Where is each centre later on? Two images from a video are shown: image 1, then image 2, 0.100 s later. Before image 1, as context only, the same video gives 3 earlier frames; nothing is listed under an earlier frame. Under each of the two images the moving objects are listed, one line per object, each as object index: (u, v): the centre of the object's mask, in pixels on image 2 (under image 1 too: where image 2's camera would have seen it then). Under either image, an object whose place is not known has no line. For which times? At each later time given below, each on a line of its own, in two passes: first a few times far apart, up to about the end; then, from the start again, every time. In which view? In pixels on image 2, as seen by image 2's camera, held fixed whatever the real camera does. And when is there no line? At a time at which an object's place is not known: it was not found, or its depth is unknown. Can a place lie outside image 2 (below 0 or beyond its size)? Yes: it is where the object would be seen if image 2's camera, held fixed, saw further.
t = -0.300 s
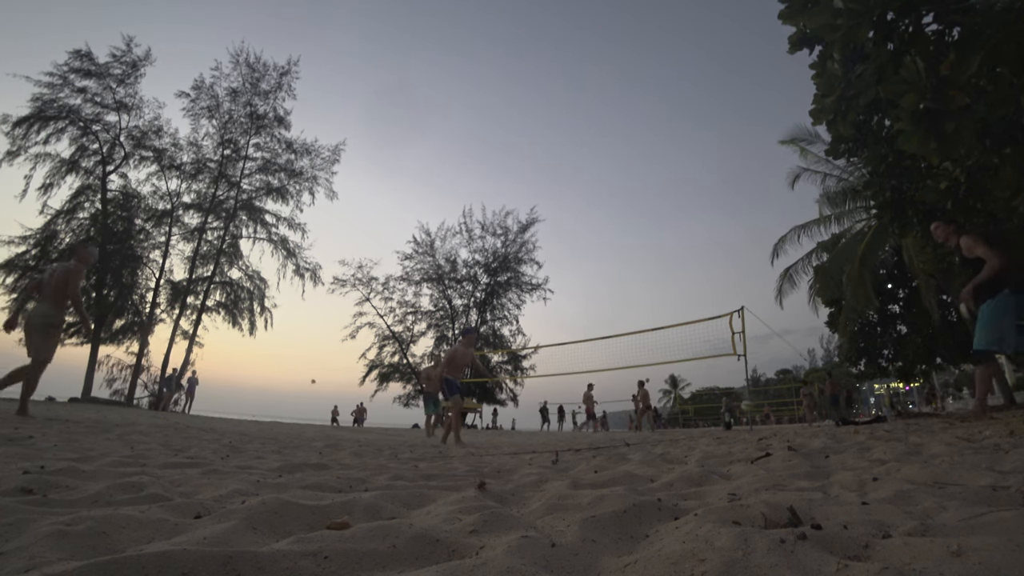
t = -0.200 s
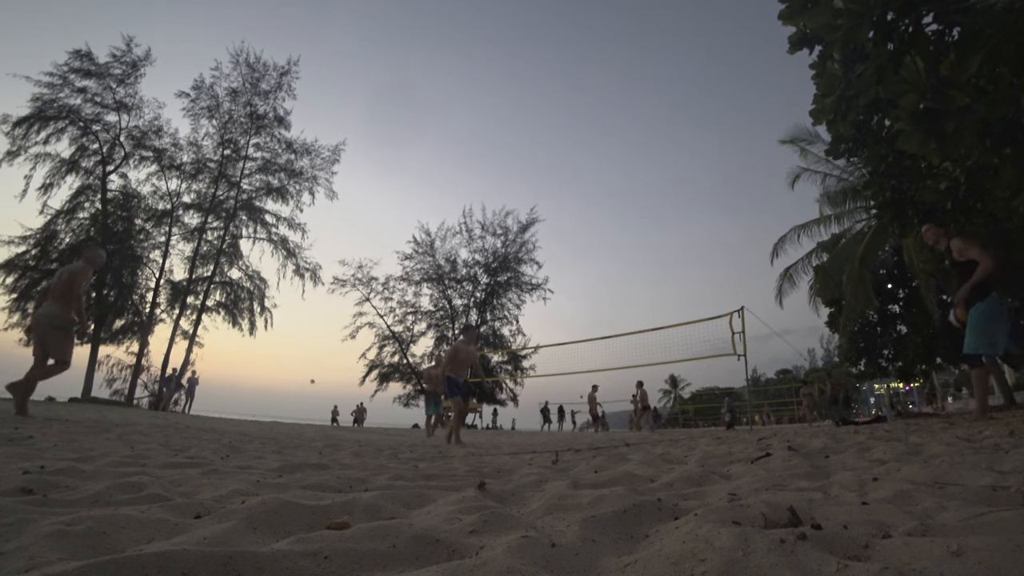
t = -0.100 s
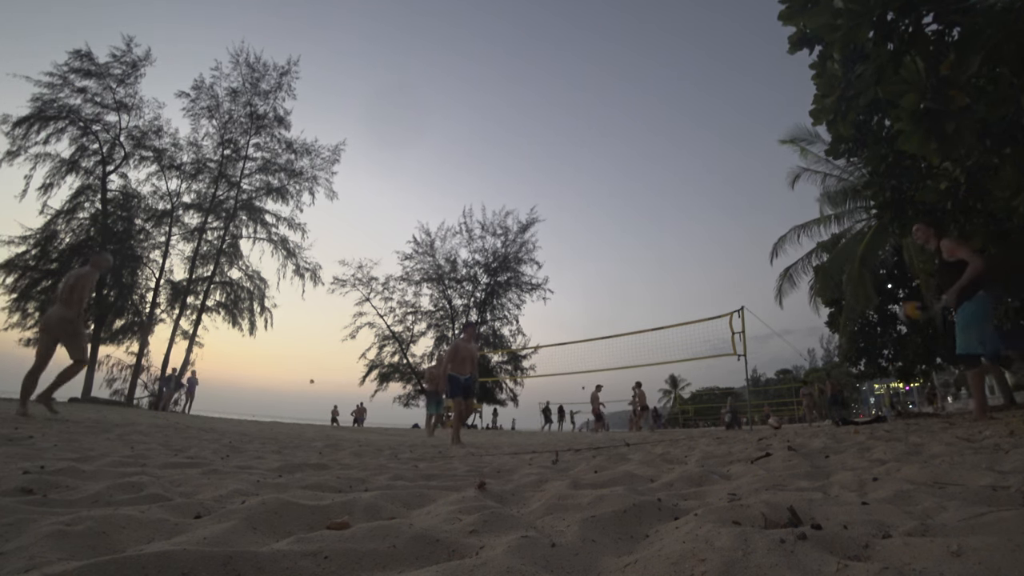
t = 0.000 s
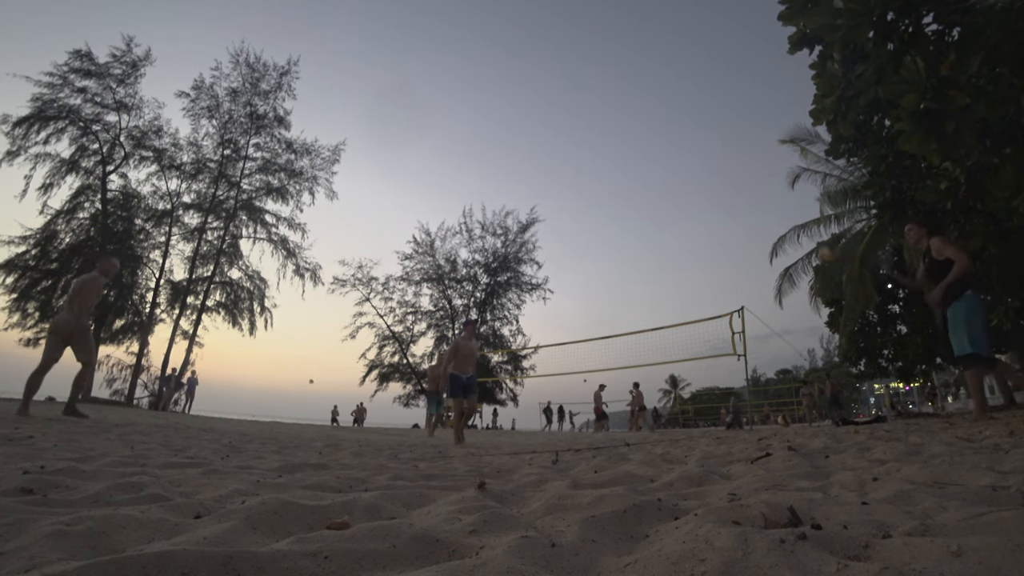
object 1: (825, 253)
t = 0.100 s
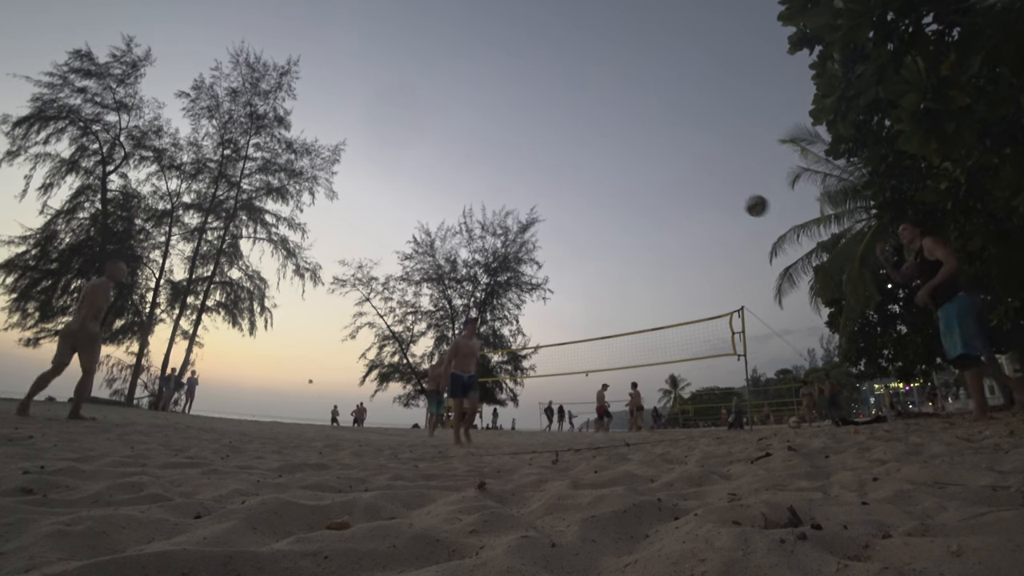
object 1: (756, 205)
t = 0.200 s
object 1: (685, 168)
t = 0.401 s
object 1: (557, 129)
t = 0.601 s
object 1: (442, 125)
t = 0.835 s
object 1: (319, 161)
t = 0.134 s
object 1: (732, 192)
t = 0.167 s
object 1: (708, 179)
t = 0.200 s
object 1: (685, 168)
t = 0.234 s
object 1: (663, 159)
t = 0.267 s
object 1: (640, 151)
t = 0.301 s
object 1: (619, 144)
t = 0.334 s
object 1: (597, 138)
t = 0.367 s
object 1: (577, 133)
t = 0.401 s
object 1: (557, 129)
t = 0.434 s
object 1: (537, 126)
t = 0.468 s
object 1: (517, 124)
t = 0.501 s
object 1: (497, 123)
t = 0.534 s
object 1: (478, 123)
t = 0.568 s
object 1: (460, 124)
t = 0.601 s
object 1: (442, 125)
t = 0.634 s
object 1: (424, 128)
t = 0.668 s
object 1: (406, 132)
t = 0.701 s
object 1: (388, 136)
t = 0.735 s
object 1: (371, 141)
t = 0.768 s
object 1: (353, 147)
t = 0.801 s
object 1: (336, 153)
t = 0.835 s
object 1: (319, 161)
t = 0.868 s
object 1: (300, 170)
